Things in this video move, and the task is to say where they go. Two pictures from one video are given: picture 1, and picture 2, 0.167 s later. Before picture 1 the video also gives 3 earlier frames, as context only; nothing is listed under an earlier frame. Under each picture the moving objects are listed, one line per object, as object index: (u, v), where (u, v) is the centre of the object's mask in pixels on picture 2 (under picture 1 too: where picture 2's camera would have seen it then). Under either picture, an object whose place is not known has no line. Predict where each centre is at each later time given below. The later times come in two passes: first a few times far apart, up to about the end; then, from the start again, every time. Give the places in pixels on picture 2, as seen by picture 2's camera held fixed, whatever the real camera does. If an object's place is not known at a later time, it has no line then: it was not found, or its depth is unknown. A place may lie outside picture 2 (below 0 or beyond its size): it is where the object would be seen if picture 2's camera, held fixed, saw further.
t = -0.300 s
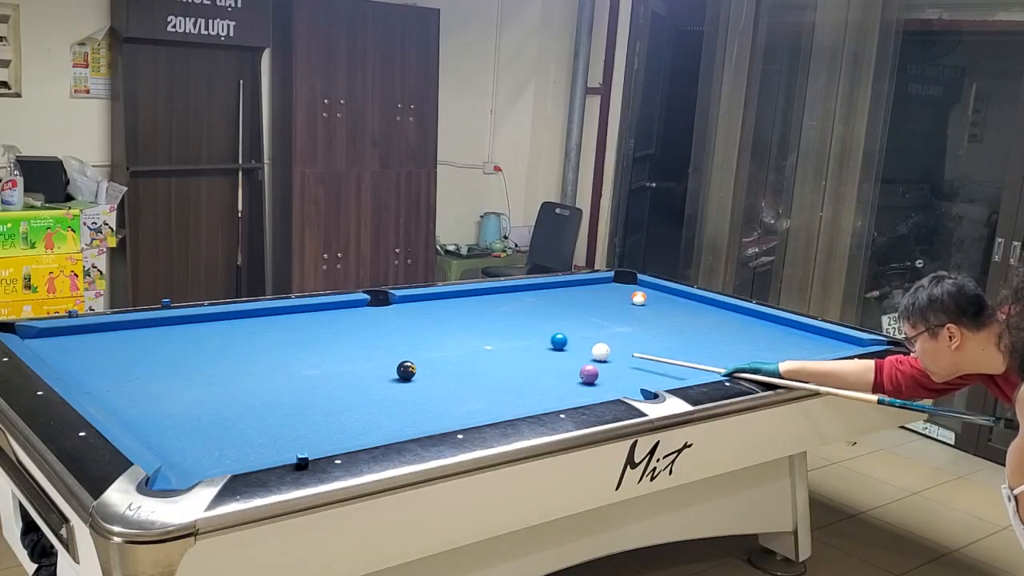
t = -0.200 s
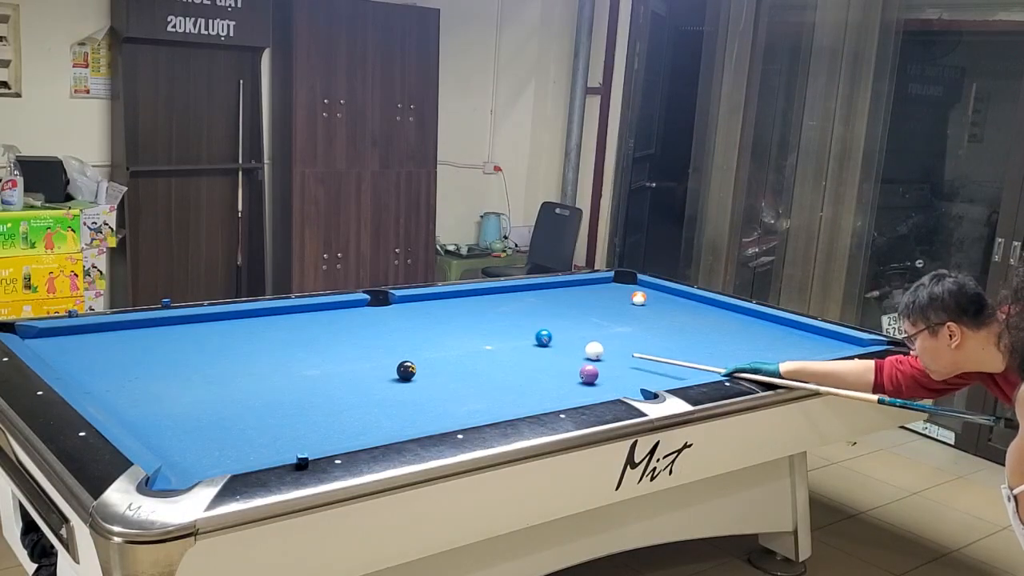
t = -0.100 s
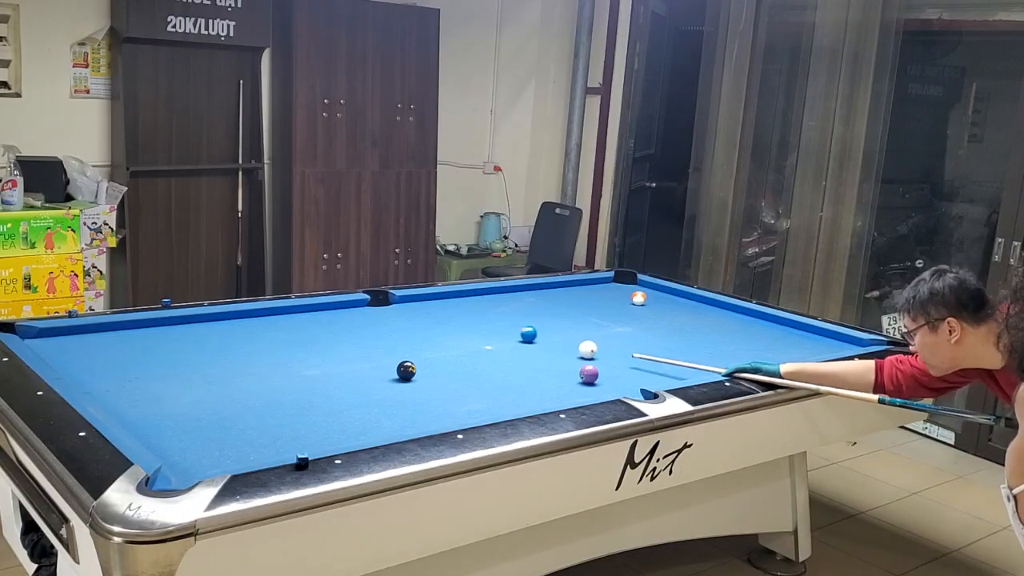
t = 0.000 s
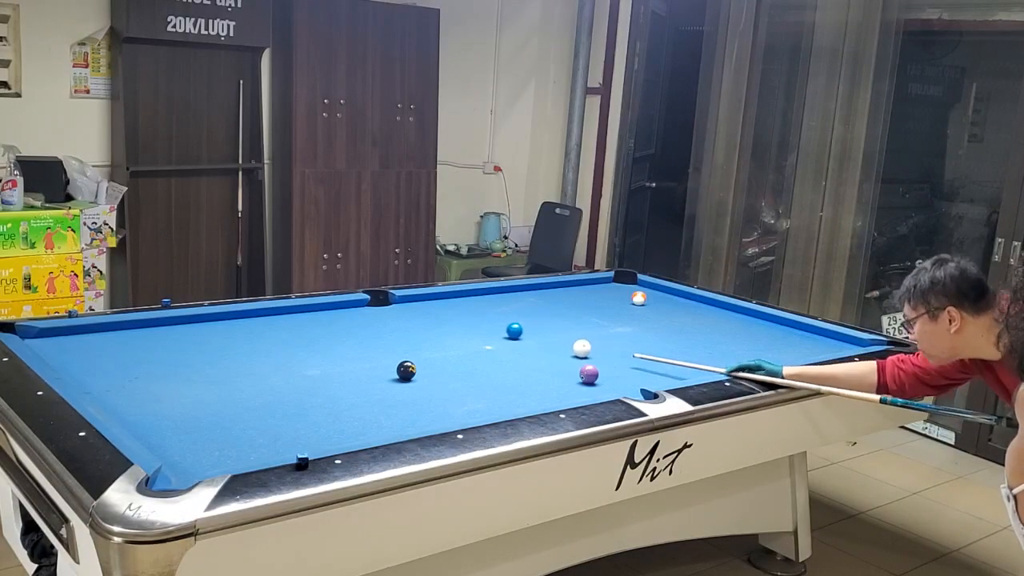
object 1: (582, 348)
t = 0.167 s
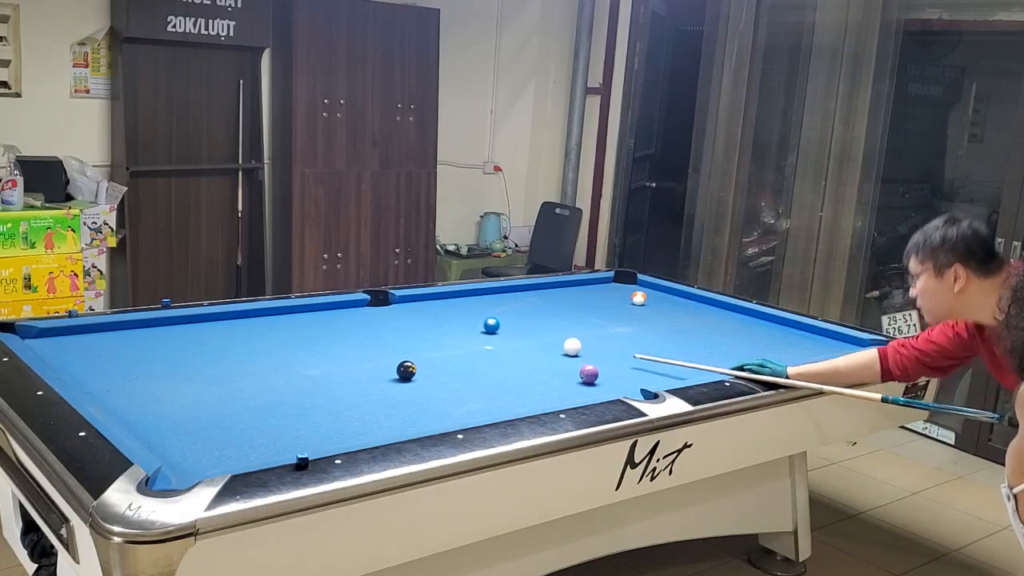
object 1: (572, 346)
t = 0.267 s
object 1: (567, 346)
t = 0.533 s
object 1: (554, 343)
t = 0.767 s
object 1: (543, 341)
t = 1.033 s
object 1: (534, 339)
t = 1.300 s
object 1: (527, 338)
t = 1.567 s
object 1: (521, 337)
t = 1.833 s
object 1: (516, 336)
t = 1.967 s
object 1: (515, 335)
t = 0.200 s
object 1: (570, 346)
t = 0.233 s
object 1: (568, 346)
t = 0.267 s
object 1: (567, 346)
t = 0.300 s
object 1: (565, 345)
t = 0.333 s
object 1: (563, 345)
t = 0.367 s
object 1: (562, 344)
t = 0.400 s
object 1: (560, 344)
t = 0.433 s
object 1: (559, 344)
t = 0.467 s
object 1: (557, 344)
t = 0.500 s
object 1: (556, 343)
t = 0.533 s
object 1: (554, 343)
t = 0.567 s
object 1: (551, 343)
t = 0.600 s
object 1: (550, 342)
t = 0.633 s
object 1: (548, 342)
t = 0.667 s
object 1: (547, 342)
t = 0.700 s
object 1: (546, 342)
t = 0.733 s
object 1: (544, 341)
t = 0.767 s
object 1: (543, 341)
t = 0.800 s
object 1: (542, 341)
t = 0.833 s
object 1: (541, 341)
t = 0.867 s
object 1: (540, 340)
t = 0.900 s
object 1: (538, 340)
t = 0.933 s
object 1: (537, 340)
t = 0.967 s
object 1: (536, 340)
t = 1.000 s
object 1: (535, 339)
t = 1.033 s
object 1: (534, 339)
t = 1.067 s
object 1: (533, 339)
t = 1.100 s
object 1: (532, 339)
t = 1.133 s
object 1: (531, 339)
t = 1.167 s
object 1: (530, 338)
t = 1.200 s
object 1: (529, 338)
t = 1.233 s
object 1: (528, 338)
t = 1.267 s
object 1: (527, 338)
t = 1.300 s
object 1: (527, 338)
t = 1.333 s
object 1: (526, 338)
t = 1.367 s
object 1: (525, 337)
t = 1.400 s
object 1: (524, 337)
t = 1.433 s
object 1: (523, 337)
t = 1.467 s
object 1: (522, 337)
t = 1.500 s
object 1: (522, 337)
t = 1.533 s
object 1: (521, 337)
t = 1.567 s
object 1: (521, 337)
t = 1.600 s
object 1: (520, 336)
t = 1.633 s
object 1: (519, 336)
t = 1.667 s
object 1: (519, 336)
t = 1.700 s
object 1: (518, 336)
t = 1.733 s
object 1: (518, 336)
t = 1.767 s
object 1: (517, 336)
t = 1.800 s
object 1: (517, 336)
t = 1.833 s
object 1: (516, 336)
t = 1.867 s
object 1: (516, 336)
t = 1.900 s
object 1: (516, 335)
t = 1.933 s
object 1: (515, 335)
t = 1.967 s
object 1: (515, 335)
